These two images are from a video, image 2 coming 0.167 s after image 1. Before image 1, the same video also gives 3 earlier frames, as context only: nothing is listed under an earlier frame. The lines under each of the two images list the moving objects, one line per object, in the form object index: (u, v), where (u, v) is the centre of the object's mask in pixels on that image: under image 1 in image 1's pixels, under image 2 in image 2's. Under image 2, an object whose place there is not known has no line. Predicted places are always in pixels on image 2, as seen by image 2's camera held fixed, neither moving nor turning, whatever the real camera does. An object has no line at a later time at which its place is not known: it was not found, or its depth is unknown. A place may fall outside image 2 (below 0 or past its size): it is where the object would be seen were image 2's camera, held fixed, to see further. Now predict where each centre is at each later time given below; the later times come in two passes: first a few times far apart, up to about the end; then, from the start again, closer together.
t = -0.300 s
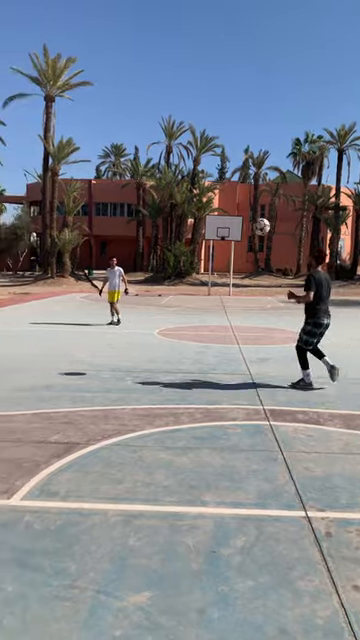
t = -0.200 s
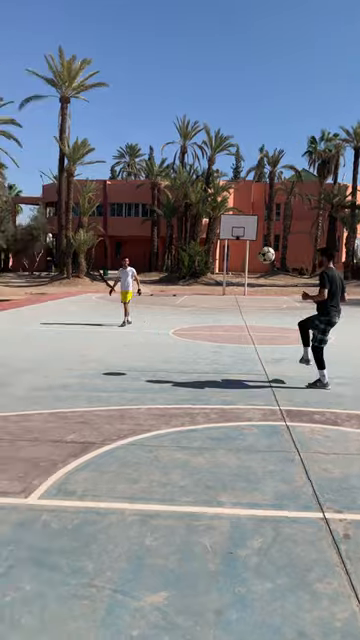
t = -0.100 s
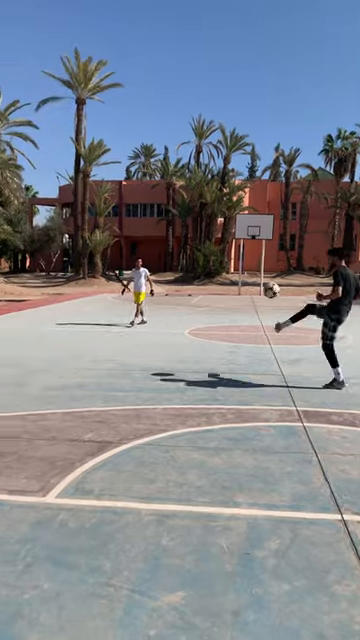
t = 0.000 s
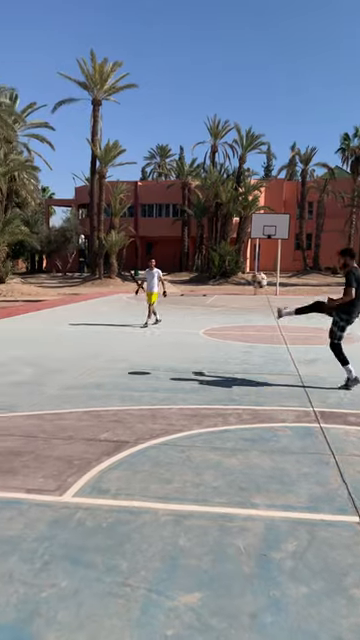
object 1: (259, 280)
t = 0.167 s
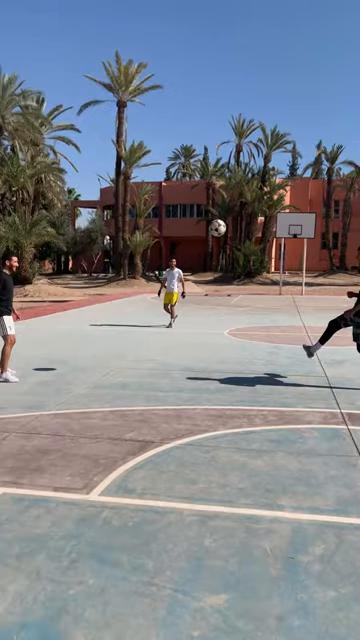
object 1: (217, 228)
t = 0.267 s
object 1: (178, 207)
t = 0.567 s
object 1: (67, 188)
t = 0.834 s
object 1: (-26, 227)
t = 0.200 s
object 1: (205, 219)
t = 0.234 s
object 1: (191, 213)
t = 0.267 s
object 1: (178, 207)
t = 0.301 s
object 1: (165, 202)
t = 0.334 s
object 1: (153, 197)
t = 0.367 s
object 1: (140, 193)
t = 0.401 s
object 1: (127, 191)
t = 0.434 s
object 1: (115, 189)
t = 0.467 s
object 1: (102, 188)
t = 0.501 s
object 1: (89, 187)
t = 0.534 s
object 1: (77, 188)
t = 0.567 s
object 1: (67, 188)
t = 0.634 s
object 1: (42, 195)
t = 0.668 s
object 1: (30, 199)
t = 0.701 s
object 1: (18, 203)
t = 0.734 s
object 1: (7, 208)
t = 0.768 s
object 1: (-3, 213)
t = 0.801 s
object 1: (-15, 220)
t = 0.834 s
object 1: (-26, 227)
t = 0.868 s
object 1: (-36, 235)
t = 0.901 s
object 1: (-48, 245)
